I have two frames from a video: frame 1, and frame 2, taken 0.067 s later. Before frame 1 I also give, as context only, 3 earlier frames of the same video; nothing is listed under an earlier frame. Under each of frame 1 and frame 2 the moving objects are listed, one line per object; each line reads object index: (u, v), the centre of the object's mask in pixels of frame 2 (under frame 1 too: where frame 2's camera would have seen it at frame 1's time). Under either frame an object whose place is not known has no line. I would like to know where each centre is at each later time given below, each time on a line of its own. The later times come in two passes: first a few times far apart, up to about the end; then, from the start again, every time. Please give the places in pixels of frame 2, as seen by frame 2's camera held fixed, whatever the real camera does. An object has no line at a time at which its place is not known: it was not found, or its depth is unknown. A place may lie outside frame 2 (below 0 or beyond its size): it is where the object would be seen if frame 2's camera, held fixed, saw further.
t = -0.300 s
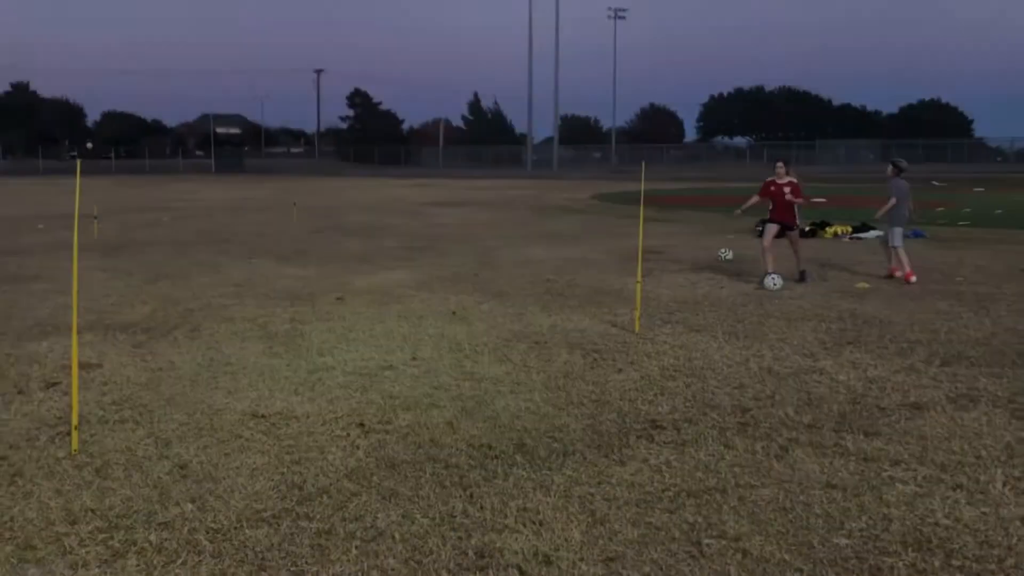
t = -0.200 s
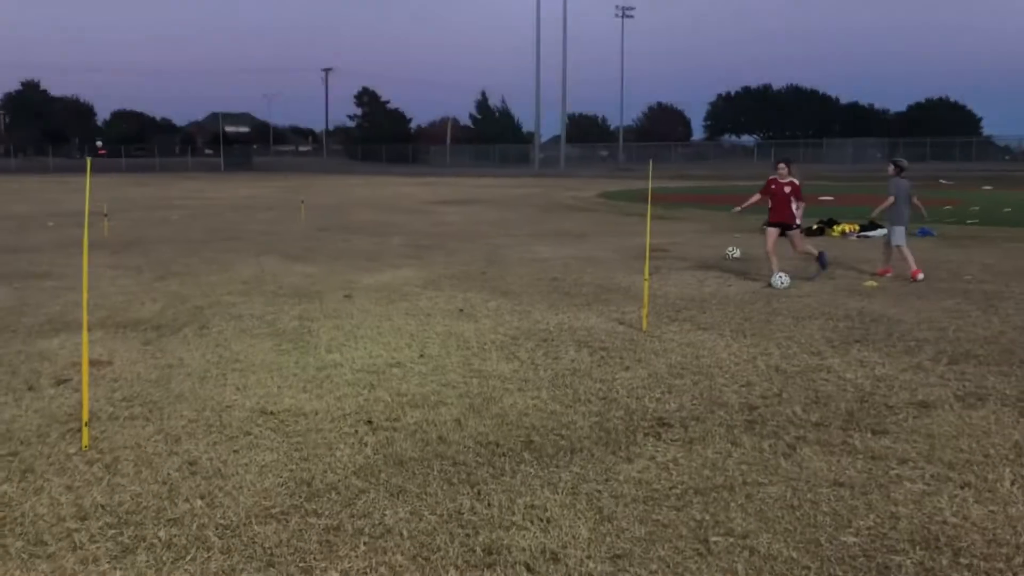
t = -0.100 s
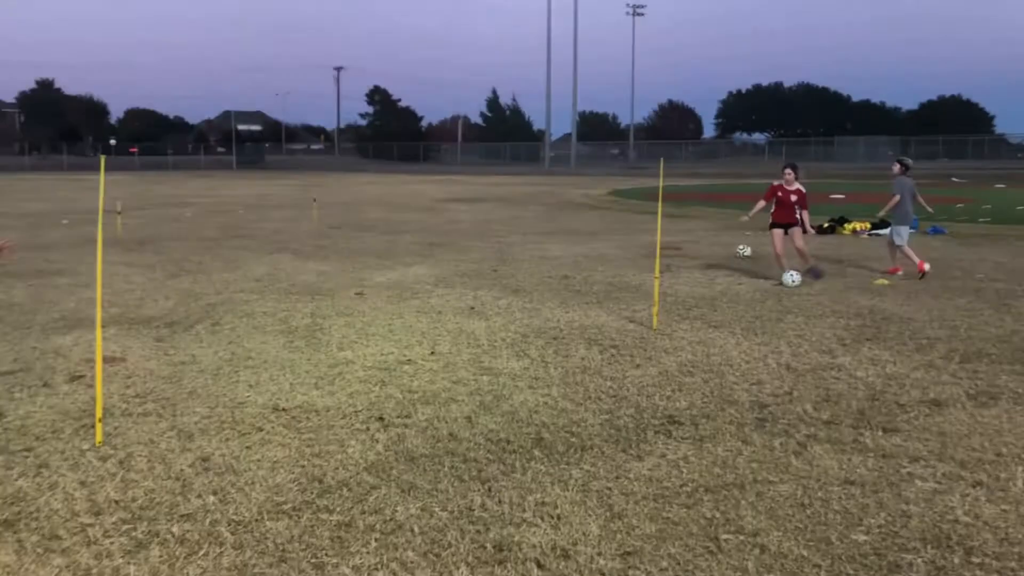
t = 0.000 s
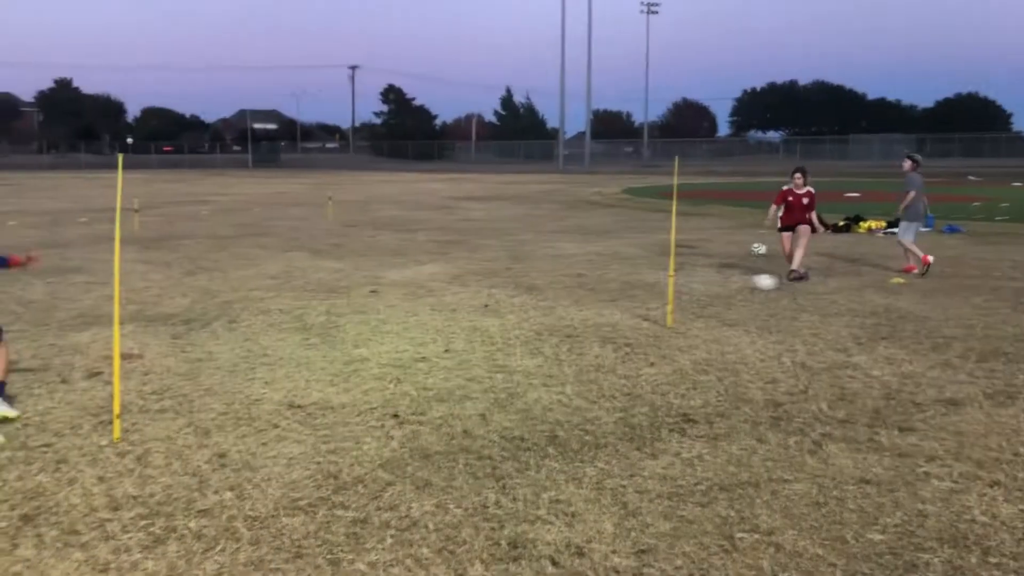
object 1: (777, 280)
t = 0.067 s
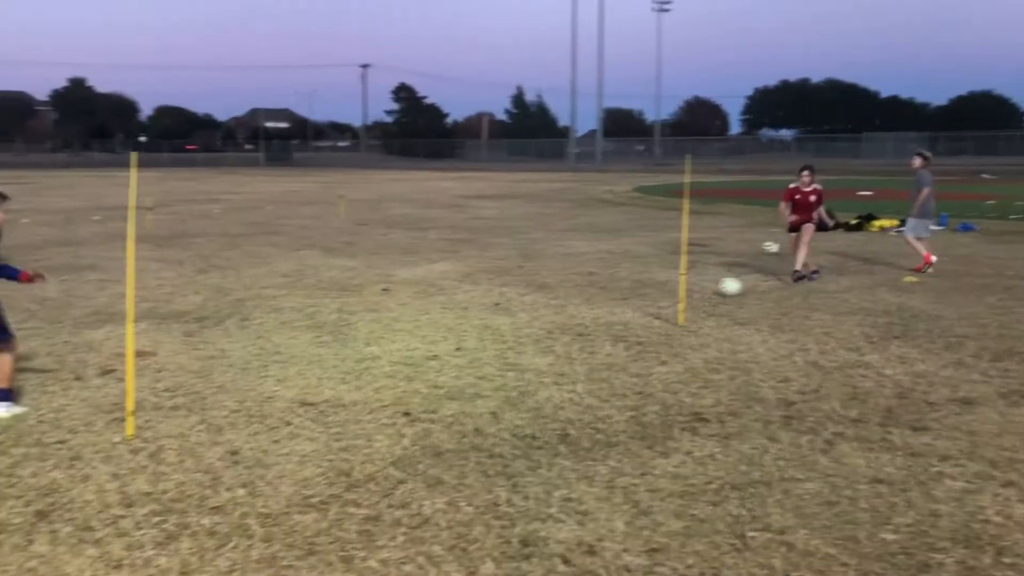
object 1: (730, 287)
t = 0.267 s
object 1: (578, 305)
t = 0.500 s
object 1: (378, 330)
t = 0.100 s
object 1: (706, 289)
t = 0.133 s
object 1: (682, 292)
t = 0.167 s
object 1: (658, 295)
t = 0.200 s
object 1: (632, 299)
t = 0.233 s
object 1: (605, 302)
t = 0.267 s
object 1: (578, 305)
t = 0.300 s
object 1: (552, 308)
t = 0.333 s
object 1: (525, 311)
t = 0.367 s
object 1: (496, 316)
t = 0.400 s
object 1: (468, 319)
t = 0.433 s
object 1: (438, 322)
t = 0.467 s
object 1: (409, 325)
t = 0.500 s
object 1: (378, 330)
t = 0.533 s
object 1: (349, 333)
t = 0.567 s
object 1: (319, 333)
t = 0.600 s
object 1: (288, 334)
